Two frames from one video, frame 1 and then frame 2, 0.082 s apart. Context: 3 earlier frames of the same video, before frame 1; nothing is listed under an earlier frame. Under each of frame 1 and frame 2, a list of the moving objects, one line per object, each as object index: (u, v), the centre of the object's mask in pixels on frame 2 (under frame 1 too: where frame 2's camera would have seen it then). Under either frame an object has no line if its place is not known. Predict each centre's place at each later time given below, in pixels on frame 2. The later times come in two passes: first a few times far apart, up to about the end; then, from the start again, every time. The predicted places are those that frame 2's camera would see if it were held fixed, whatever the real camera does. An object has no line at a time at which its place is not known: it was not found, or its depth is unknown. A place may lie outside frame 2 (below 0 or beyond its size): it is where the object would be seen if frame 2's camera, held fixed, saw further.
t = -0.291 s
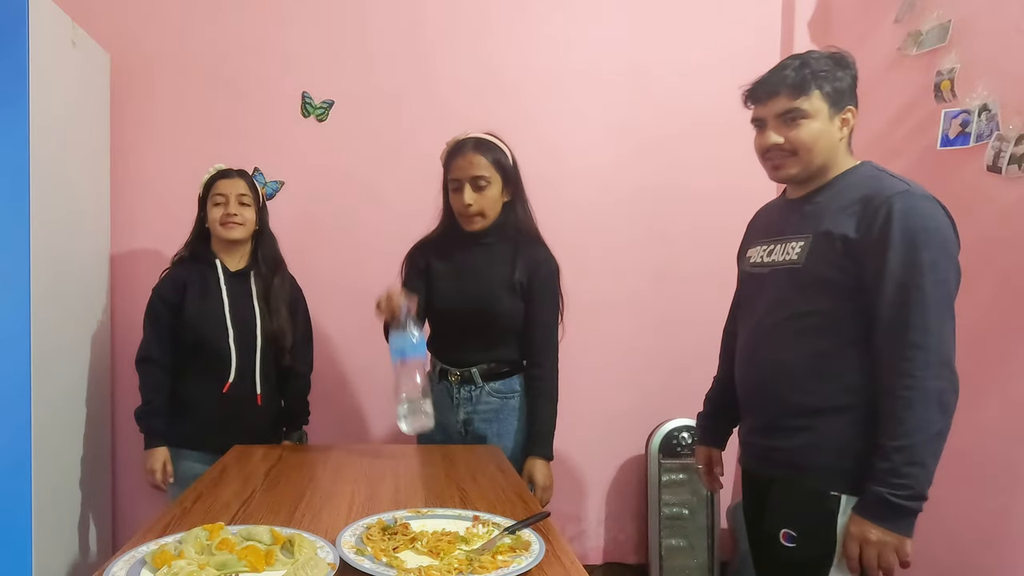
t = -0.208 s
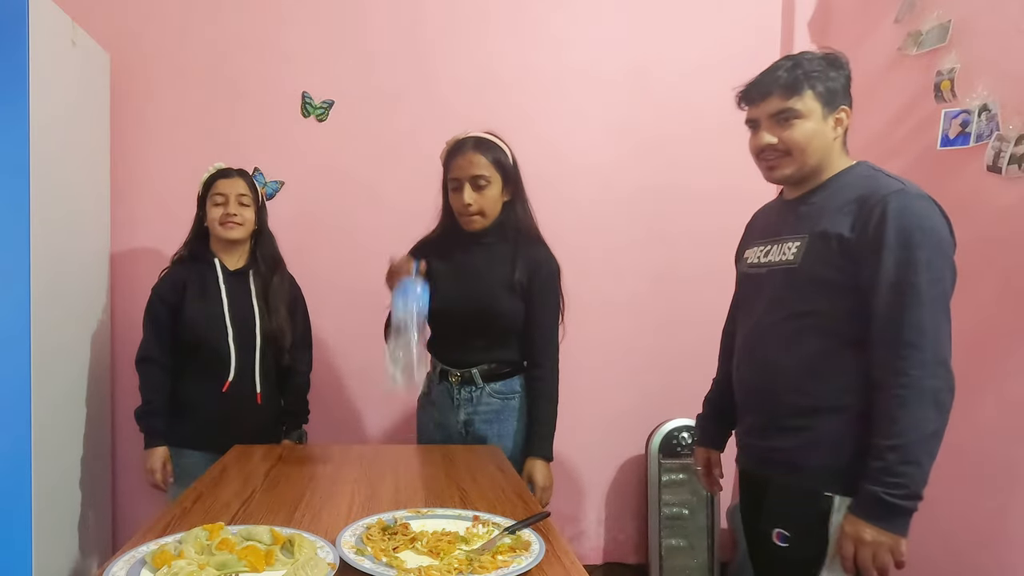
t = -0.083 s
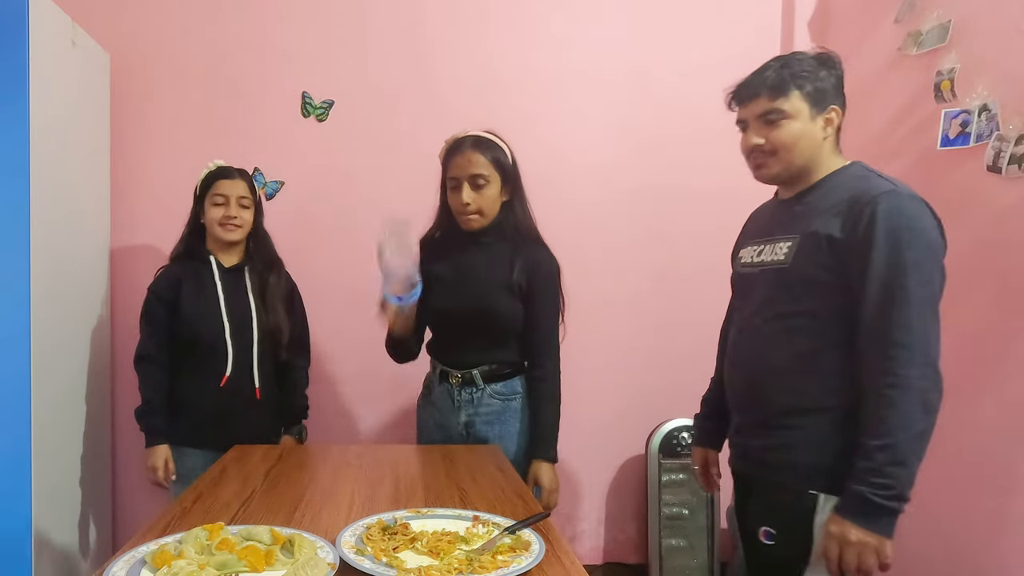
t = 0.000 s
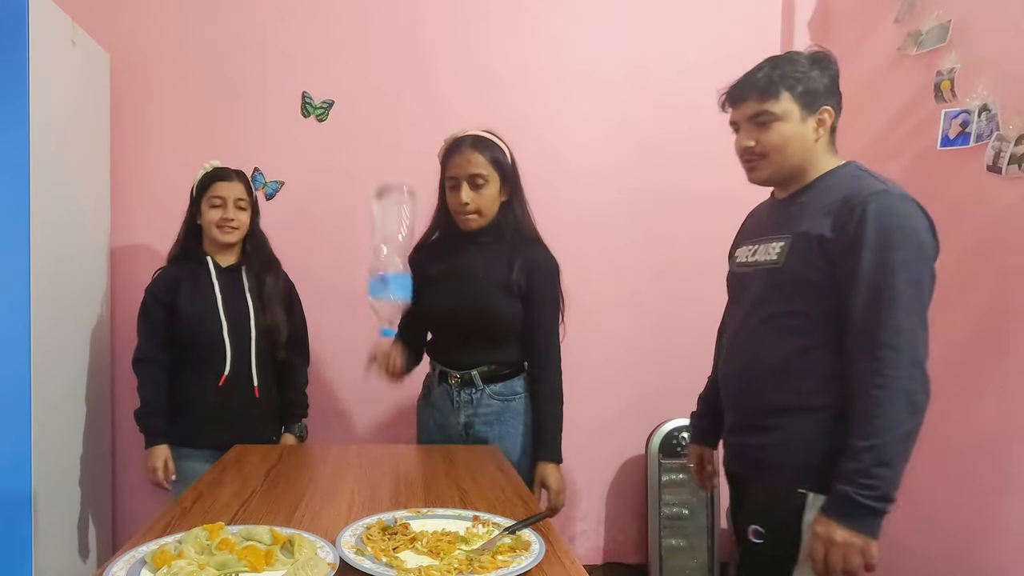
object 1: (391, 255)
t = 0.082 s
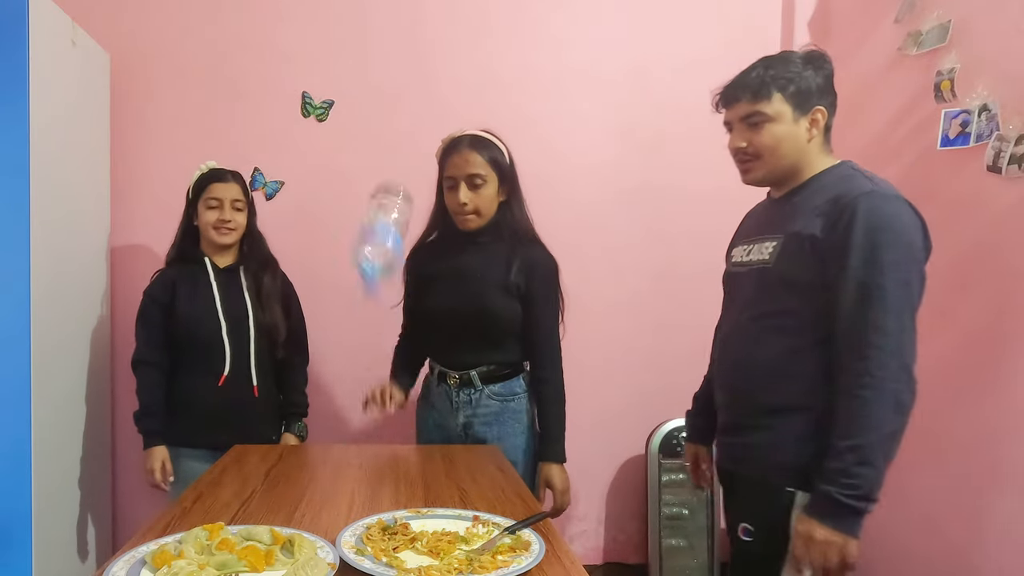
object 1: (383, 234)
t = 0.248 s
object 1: (373, 312)
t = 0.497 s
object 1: (358, 432)
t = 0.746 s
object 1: (357, 433)
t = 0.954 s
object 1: (357, 434)
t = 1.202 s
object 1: (361, 434)
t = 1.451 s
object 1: (361, 435)
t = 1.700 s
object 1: (361, 435)
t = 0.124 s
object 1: (377, 231)
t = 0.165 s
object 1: (376, 240)
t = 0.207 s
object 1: (375, 265)
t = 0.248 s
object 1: (373, 312)
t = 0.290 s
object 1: (372, 377)
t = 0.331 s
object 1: (369, 431)
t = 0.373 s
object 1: (367, 432)
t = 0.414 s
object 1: (364, 432)
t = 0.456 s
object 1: (361, 432)
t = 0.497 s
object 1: (358, 432)
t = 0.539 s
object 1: (357, 433)
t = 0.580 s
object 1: (358, 434)
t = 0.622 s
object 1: (360, 435)
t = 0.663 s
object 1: (361, 435)
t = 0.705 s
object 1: (358, 435)
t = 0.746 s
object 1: (357, 433)
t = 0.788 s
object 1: (357, 434)
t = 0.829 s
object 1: (360, 435)
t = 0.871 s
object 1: (361, 435)
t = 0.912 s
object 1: (360, 435)
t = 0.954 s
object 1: (357, 434)
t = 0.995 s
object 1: (357, 434)
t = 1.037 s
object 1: (361, 434)
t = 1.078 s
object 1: (361, 434)
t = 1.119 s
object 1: (361, 434)
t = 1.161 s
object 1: (361, 434)
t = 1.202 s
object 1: (361, 434)
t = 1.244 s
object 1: (361, 434)
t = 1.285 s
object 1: (362, 435)
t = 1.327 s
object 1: (362, 435)
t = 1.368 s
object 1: (361, 435)
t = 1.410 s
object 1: (361, 435)
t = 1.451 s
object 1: (361, 435)
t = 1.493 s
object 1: (361, 435)
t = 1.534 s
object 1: (361, 435)
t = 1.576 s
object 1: (361, 435)
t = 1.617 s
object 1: (361, 434)
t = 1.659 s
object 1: (361, 434)
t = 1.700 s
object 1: (361, 435)
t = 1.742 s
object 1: (361, 435)
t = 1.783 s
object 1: (362, 435)
